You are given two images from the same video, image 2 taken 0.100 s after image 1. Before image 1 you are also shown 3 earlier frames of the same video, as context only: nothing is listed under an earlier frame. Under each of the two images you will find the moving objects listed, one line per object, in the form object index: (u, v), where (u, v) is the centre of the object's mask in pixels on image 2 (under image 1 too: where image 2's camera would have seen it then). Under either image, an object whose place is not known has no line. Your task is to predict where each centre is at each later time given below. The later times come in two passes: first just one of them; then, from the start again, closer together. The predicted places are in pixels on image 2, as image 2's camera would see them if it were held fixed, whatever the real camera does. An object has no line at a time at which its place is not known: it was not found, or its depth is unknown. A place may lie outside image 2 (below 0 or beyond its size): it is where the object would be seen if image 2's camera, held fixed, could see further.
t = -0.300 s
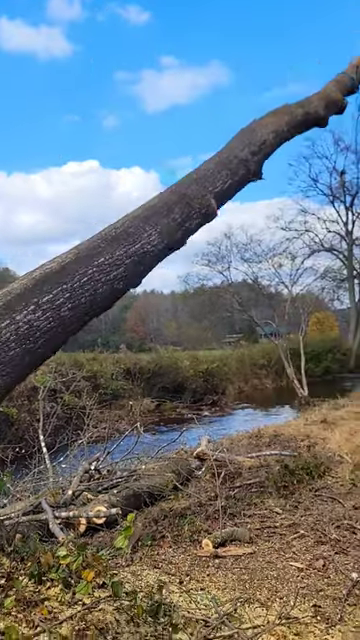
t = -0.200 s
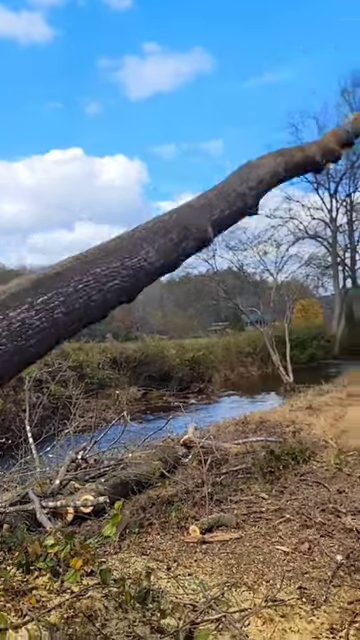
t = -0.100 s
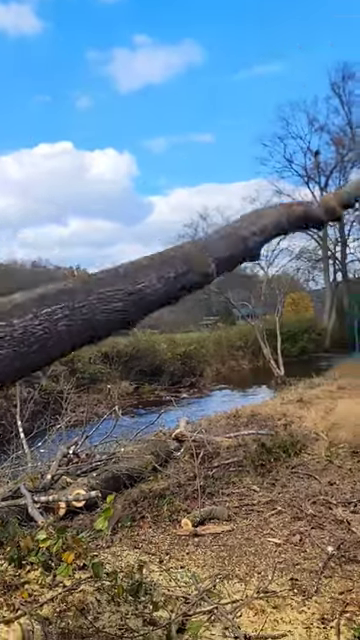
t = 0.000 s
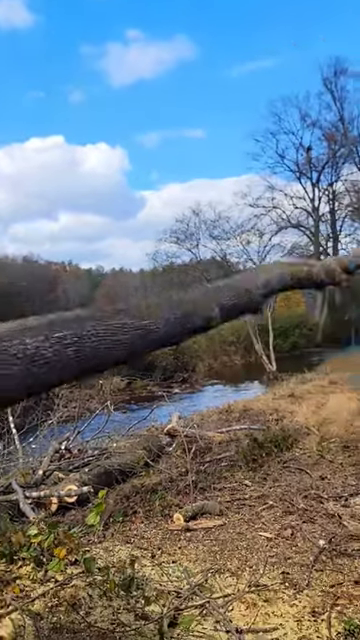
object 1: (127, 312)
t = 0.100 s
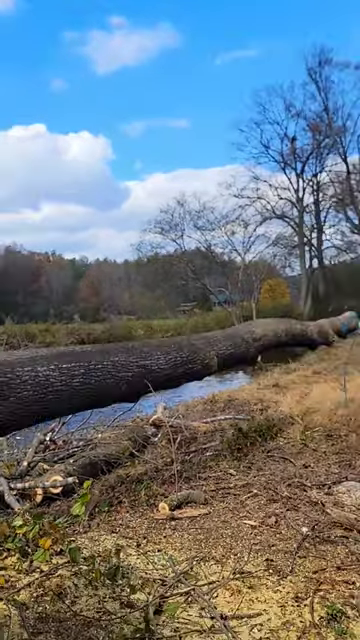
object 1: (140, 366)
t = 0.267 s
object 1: (158, 452)
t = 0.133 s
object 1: (144, 385)
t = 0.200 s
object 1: (141, 424)
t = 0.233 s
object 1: (145, 446)
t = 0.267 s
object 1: (158, 452)
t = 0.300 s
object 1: (166, 449)
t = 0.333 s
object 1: (166, 448)
